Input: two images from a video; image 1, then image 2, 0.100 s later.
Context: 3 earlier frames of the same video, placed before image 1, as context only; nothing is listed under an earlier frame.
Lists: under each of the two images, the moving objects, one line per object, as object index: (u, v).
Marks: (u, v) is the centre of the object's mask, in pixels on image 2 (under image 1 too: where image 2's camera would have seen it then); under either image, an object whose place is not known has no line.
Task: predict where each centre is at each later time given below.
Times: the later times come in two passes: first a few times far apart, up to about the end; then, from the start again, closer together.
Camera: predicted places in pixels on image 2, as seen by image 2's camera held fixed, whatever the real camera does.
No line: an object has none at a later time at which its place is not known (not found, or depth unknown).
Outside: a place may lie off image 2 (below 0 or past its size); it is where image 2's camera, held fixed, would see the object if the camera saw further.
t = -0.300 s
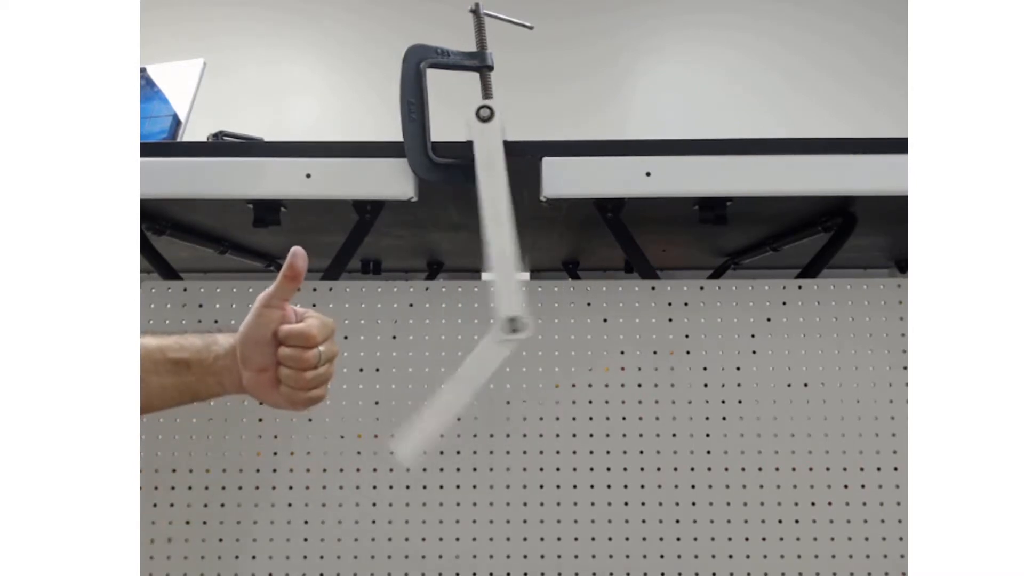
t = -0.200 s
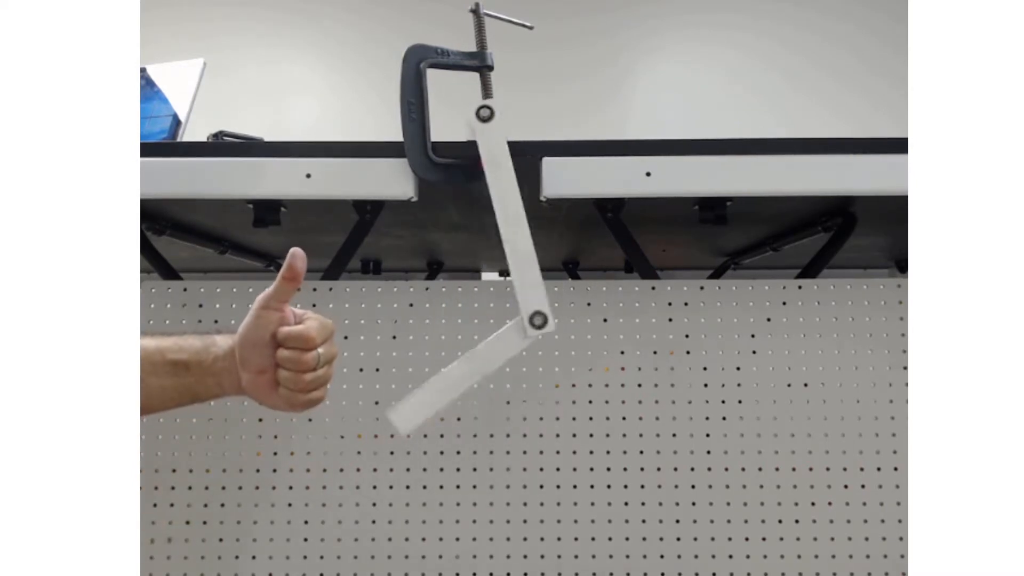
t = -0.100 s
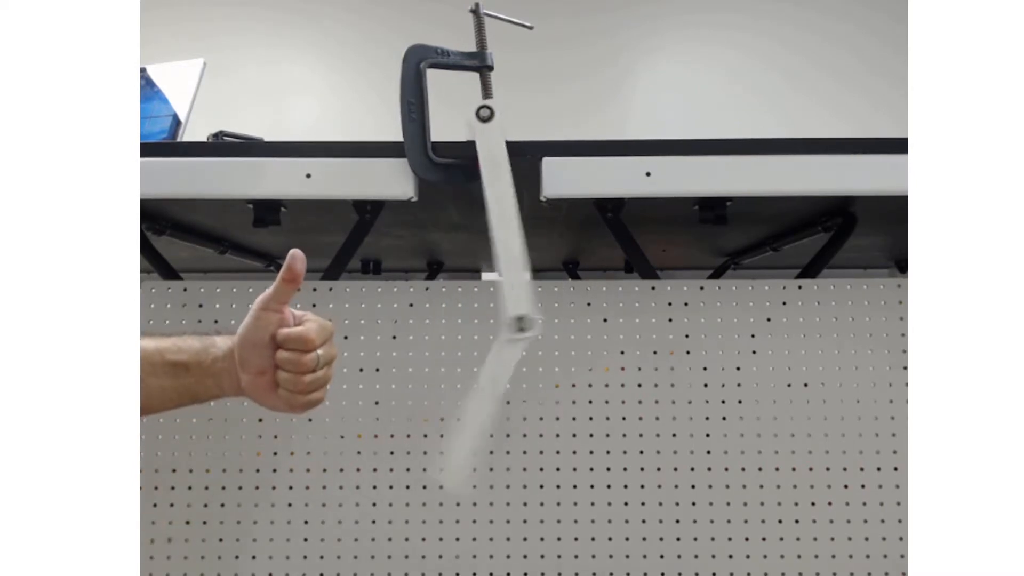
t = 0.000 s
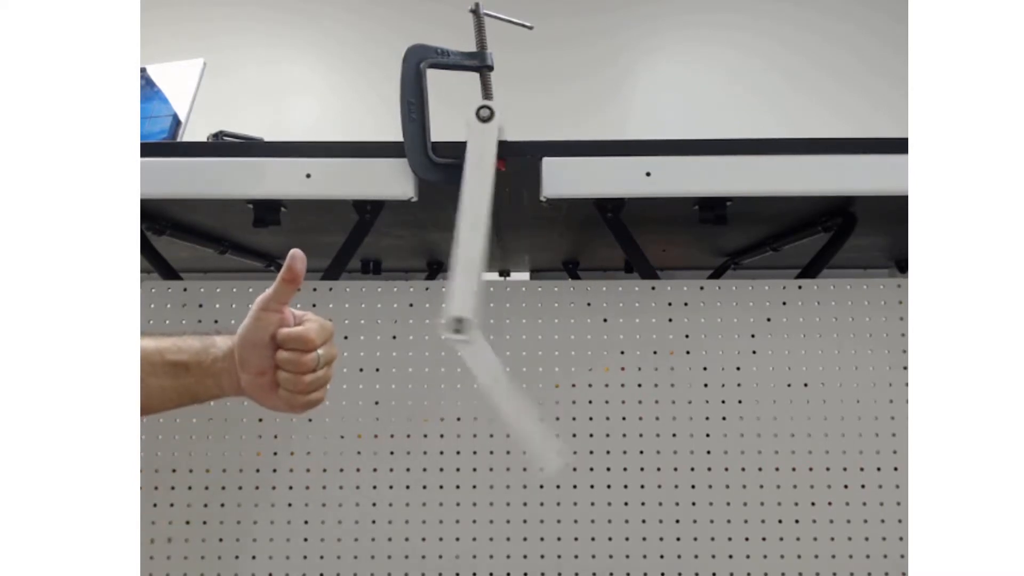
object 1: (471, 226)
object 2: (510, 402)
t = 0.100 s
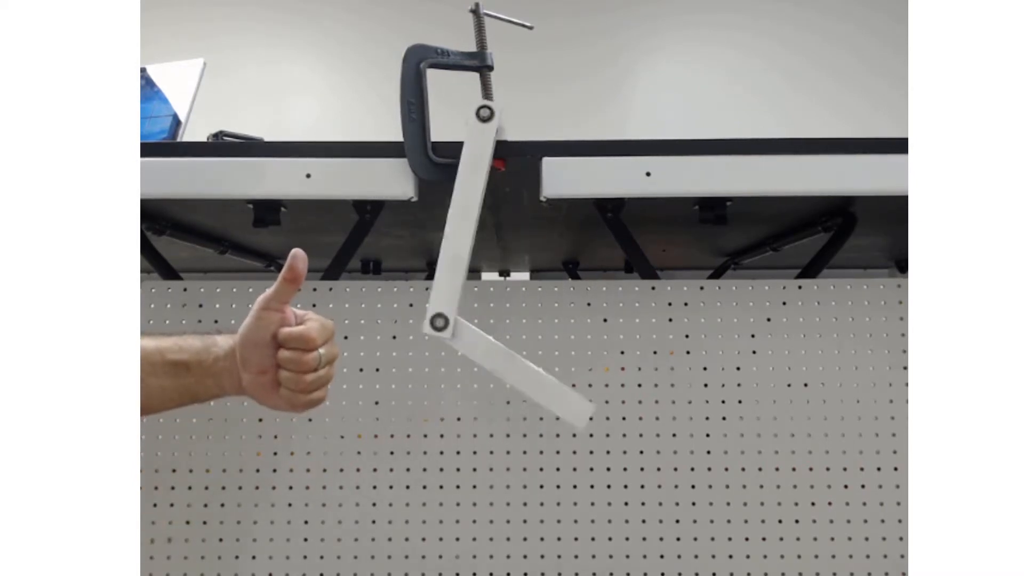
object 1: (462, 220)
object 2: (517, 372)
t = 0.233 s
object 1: (479, 227)
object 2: (515, 419)
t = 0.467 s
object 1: (512, 223)
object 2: (467, 388)
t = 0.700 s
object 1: (449, 219)
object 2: (478, 383)
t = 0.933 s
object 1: (502, 226)
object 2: (467, 405)
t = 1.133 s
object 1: (509, 225)
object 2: (499, 420)
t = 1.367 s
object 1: (462, 221)
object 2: (513, 380)
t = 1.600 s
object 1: (509, 220)
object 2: (459, 385)
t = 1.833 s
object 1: (465, 227)
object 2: (474, 417)
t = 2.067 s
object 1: (474, 228)
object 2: (496, 421)
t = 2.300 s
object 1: (518, 220)
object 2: (494, 399)
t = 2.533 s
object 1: (459, 222)
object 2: (503, 381)
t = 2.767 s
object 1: (499, 225)
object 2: (450, 398)
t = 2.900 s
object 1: (505, 222)
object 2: (449, 390)
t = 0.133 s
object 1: (463, 221)
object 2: (518, 374)
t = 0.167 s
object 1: (465, 223)
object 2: (519, 383)
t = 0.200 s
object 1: (470, 226)
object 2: (518, 398)
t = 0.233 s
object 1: (479, 227)
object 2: (515, 419)
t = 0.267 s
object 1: (491, 229)
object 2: (504, 428)
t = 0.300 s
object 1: (504, 227)
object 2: (493, 417)
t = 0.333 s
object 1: (512, 224)
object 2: (484, 402)
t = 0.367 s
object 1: (515, 220)
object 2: (478, 389)
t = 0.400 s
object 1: (516, 218)
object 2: (475, 382)
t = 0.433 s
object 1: (515, 220)
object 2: (471, 382)
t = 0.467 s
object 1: (512, 223)
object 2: (467, 388)
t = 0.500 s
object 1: (505, 225)
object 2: (462, 404)
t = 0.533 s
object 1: (496, 229)
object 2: (465, 418)
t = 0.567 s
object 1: (482, 229)
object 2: (470, 424)
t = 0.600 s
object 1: (468, 228)
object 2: (475, 418)
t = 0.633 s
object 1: (458, 224)
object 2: (478, 403)
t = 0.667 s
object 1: (452, 222)
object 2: (478, 390)
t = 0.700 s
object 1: (449, 219)
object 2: (478, 383)
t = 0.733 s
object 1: (449, 218)
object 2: (478, 383)
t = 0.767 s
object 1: (450, 221)
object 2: (477, 387)
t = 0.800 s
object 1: (455, 223)
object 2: (479, 401)
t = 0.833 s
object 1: (464, 227)
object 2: (476, 417)
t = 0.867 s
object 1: (476, 229)
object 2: (471, 426)
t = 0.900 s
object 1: (491, 227)
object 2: (468, 419)
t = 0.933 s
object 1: (502, 226)
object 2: (467, 405)
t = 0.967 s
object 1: (511, 223)
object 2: (471, 391)
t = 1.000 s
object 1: (515, 220)
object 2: (477, 382)
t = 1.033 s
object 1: (517, 218)
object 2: (480, 384)
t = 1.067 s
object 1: (517, 219)
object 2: (483, 392)
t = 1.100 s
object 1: (515, 222)
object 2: (490, 402)
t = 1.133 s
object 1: (509, 225)
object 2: (499, 420)
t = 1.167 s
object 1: (498, 227)
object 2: (510, 425)
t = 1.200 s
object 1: (485, 228)
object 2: (519, 415)
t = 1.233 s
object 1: (474, 227)
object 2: (522, 400)
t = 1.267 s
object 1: (468, 225)
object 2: (519, 384)
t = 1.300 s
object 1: (464, 223)
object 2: (517, 377)
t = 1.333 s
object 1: (462, 221)
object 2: (516, 376)
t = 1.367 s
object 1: (462, 221)
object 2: (513, 380)
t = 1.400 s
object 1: (464, 223)
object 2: (510, 393)
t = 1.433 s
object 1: (469, 226)
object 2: (504, 410)
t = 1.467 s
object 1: (477, 227)
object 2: (493, 427)
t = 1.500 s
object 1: (489, 227)
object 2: (479, 427)
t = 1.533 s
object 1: (500, 225)
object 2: (468, 413)
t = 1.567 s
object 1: (506, 222)
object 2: (462, 397)
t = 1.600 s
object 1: (509, 220)
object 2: (459, 385)
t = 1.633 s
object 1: (509, 220)
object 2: (457, 379)
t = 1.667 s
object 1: (508, 221)
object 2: (455, 381)
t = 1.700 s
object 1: (504, 222)
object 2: (452, 391)
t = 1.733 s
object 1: (498, 225)
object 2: (451, 407)
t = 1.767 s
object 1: (489, 226)
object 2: (456, 421)
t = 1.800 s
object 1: (476, 228)
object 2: (465, 427)
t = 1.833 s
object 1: (465, 227)
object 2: (474, 417)
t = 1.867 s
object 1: (457, 223)
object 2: (479, 398)
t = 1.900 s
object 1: (453, 221)
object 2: (483, 388)
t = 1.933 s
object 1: (453, 220)
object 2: (486, 383)
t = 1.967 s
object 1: (454, 221)
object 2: (490, 384)
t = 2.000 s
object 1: (457, 223)
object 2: (493, 392)
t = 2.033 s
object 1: (464, 226)
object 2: (496, 405)
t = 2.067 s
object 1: (474, 228)
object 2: (496, 421)
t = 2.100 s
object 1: (488, 228)
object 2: (492, 424)
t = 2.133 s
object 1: (502, 227)
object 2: (488, 416)
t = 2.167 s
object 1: (512, 224)
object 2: (488, 402)
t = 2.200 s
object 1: (517, 220)
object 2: (490, 390)
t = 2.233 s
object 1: (520, 219)
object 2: (491, 387)
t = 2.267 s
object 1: (520, 218)
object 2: (491, 390)
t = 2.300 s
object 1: (518, 220)
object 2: (494, 399)
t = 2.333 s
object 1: (513, 225)
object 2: (497, 415)
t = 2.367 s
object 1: (504, 227)
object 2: (505, 423)
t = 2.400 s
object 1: (490, 228)
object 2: (512, 420)
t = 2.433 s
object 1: (477, 229)
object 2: (515, 412)
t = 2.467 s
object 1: (468, 225)
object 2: (514, 398)
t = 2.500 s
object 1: (462, 224)
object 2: (506, 384)
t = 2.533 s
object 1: (459, 222)
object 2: (503, 381)
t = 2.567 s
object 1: (458, 220)
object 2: (500, 385)
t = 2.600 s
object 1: (458, 222)
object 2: (494, 394)
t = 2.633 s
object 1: (462, 224)
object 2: (487, 410)
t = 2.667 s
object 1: (469, 227)
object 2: (477, 427)
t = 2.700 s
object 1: (479, 227)
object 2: (463, 427)
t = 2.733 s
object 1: (491, 229)
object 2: (454, 416)
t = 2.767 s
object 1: (499, 225)
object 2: (450, 398)
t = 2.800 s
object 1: (504, 222)
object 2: (449, 386)
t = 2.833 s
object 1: (506, 221)
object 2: (450, 380)
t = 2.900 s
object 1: (505, 222)
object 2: (449, 390)
